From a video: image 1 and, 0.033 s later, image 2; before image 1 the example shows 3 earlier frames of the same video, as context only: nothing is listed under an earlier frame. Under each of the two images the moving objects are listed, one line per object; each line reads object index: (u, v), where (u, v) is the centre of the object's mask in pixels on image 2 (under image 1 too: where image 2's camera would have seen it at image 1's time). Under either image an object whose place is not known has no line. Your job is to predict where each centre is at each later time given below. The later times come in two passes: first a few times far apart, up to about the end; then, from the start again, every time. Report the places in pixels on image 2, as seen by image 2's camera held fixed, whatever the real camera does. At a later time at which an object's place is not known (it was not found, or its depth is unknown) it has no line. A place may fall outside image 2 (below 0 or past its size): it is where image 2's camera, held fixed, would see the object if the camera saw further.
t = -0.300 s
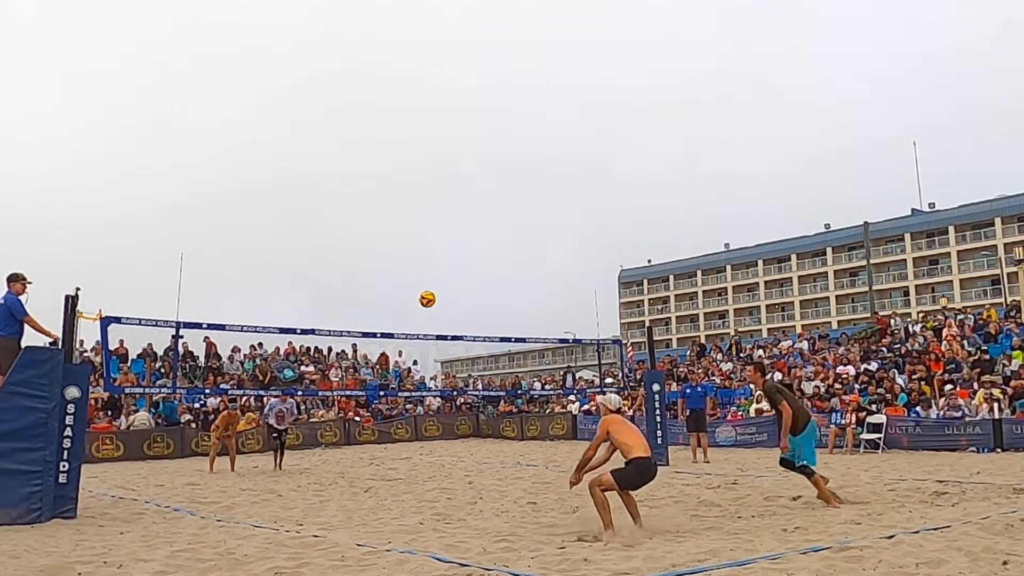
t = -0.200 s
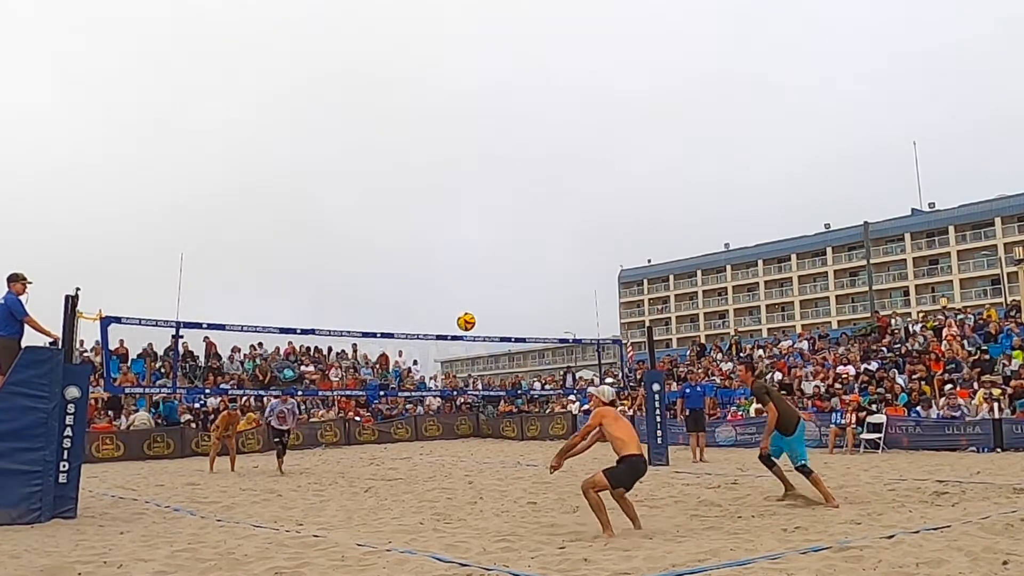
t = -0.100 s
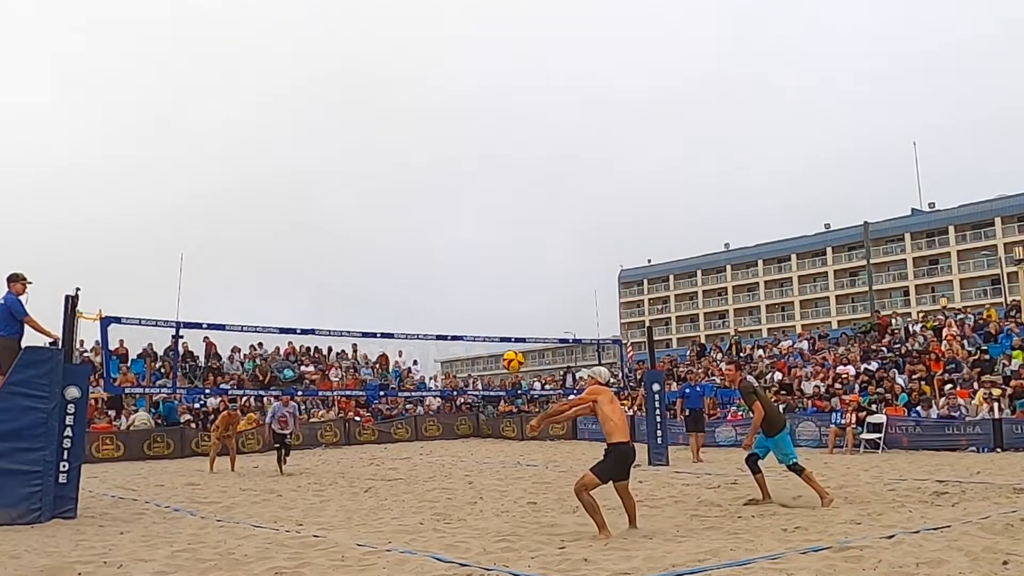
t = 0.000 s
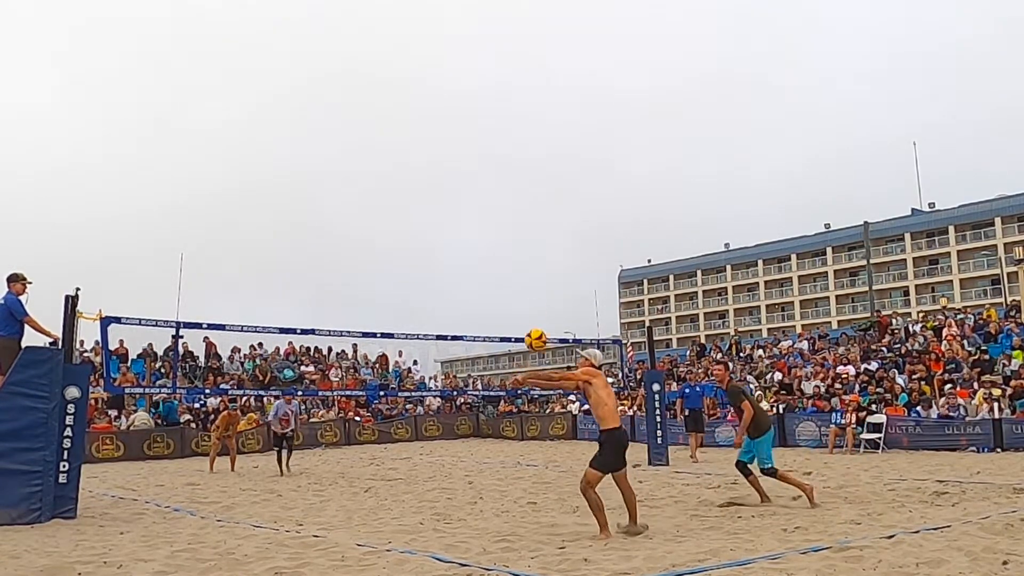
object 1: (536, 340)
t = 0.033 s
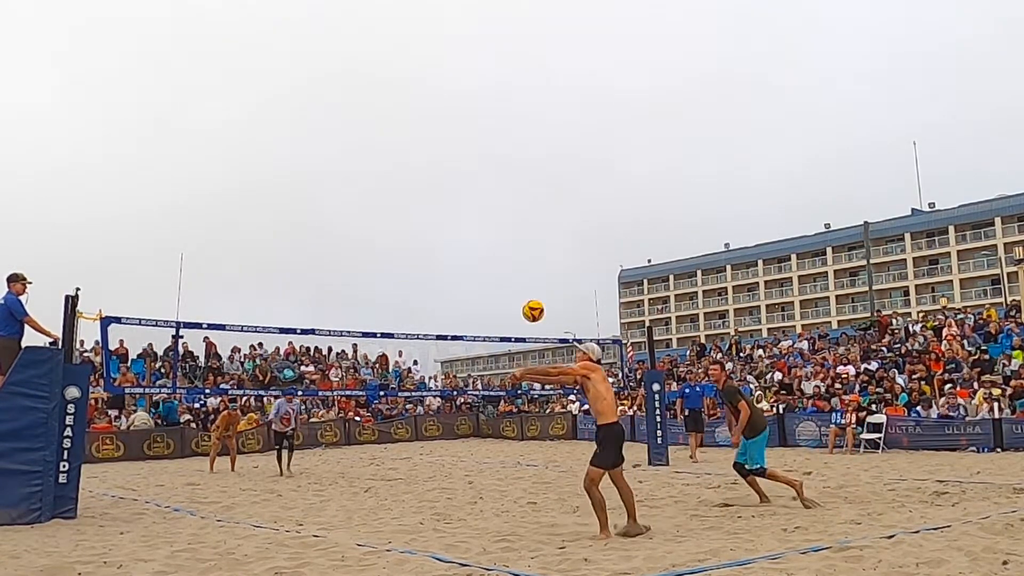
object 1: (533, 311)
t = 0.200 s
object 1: (523, 193)
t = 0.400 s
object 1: (516, 102)
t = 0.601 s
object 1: (513, 56)
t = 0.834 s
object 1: (512, 48)
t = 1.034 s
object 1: (513, 74)
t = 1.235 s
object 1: (515, 129)
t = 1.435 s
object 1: (518, 209)
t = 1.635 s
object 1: (520, 315)
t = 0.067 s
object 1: (531, 284)
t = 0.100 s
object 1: (528, 259)
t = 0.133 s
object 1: (526, 235)
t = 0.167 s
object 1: (524, 213)
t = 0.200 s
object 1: (523, 193)
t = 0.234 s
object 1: (522, 174)
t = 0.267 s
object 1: (520, 157)
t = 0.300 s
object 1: (519, 141)
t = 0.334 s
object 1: (518, 127)
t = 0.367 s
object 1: (517, 114)
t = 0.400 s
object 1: (516, 102)
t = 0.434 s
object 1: (516, 92)
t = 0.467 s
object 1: (515, 83)
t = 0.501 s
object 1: (514, 74)
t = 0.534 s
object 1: (514, 67)
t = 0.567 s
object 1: (513, 61)
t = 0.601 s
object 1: (513, 56)
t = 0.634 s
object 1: (513, 52)
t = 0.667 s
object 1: (513, 49)
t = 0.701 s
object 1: (513, 47)
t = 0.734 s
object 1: (513, 46)
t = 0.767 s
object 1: (512, 46)
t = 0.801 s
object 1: (512, 46)
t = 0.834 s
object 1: (512, 48)
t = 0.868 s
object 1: (513, 50)
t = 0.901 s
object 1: (513, 53)
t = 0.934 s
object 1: (513, 57)
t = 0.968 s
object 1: (513, 62)
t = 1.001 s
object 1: (513, 68)
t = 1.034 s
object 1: (513, 74)
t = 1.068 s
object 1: (514, 82)
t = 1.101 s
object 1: (514, 89)
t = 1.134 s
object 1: (514, 98)
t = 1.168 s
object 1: (515, 108)
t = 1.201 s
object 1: (515, 118)
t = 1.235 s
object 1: (515, 129)
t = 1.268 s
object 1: (516, 141)
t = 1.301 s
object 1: (517, 153)
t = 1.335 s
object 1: (517, 166)
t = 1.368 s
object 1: (517, 180)
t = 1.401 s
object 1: (518, 194)
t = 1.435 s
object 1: (518, 209)
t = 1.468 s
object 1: (518, 225)
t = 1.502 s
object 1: (519, 242)
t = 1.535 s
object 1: (519, 259)
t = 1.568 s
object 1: (520, 277)
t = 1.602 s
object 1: (520, 296)
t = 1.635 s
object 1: (520, 315)
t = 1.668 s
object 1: (521, 334)
